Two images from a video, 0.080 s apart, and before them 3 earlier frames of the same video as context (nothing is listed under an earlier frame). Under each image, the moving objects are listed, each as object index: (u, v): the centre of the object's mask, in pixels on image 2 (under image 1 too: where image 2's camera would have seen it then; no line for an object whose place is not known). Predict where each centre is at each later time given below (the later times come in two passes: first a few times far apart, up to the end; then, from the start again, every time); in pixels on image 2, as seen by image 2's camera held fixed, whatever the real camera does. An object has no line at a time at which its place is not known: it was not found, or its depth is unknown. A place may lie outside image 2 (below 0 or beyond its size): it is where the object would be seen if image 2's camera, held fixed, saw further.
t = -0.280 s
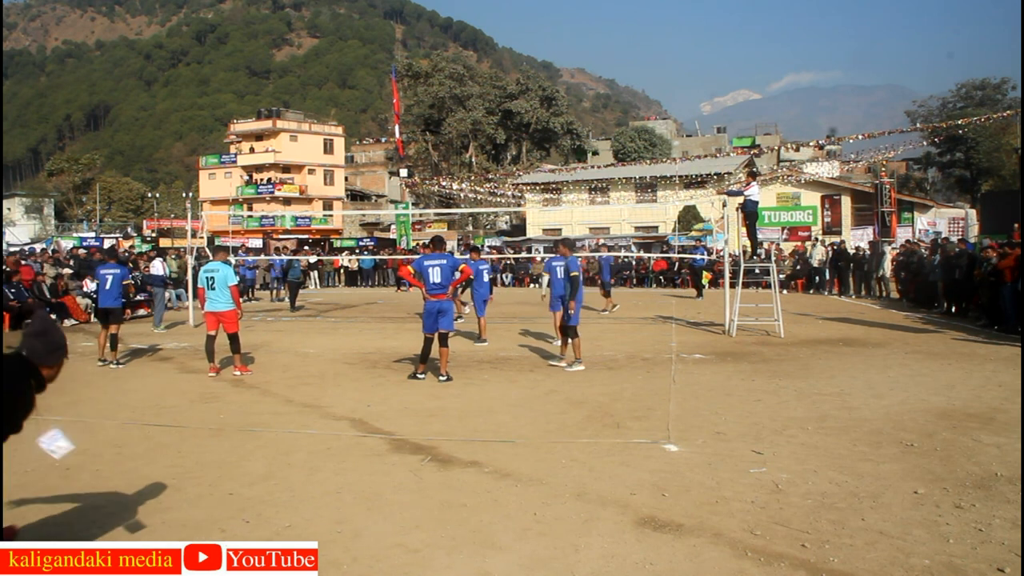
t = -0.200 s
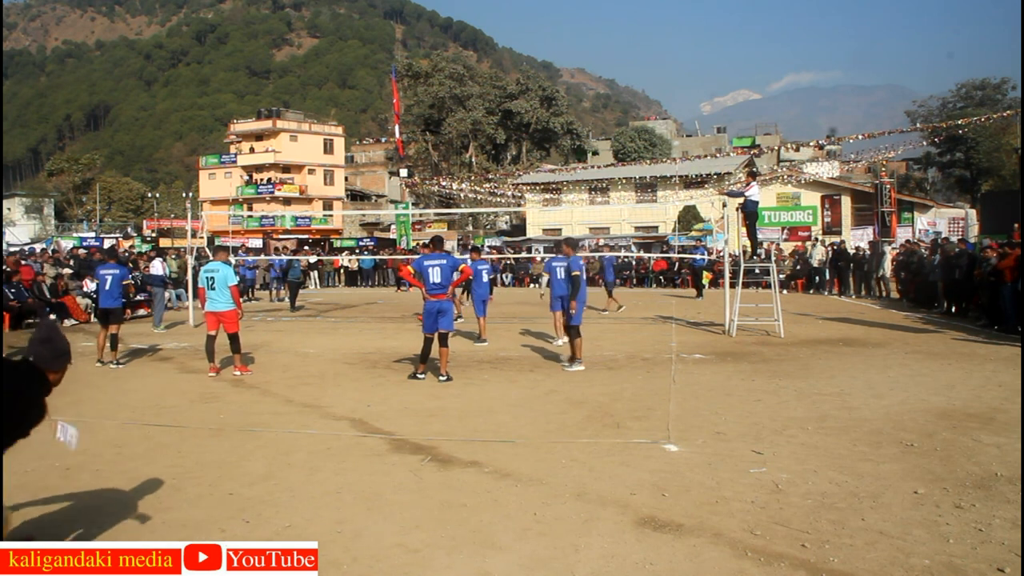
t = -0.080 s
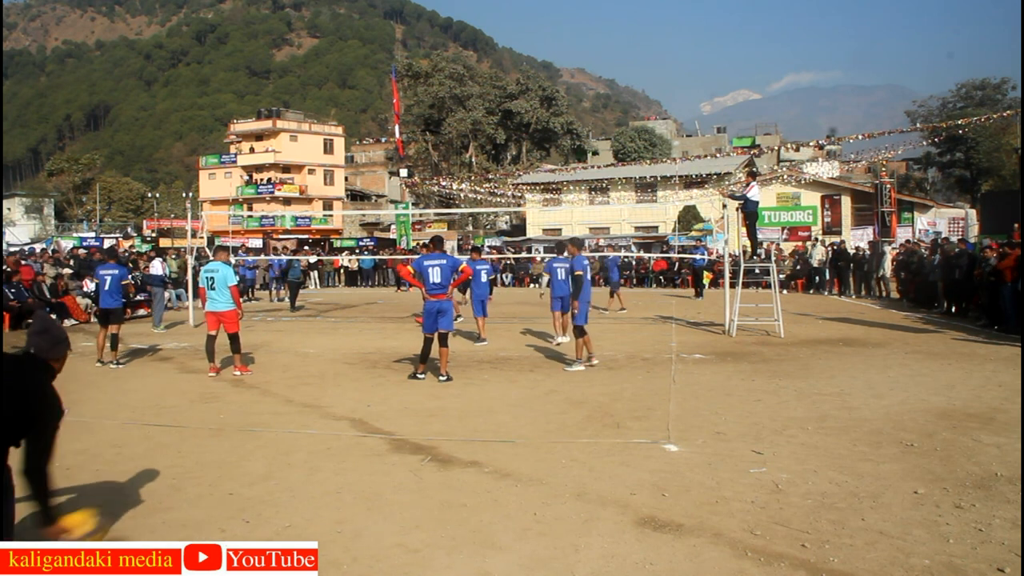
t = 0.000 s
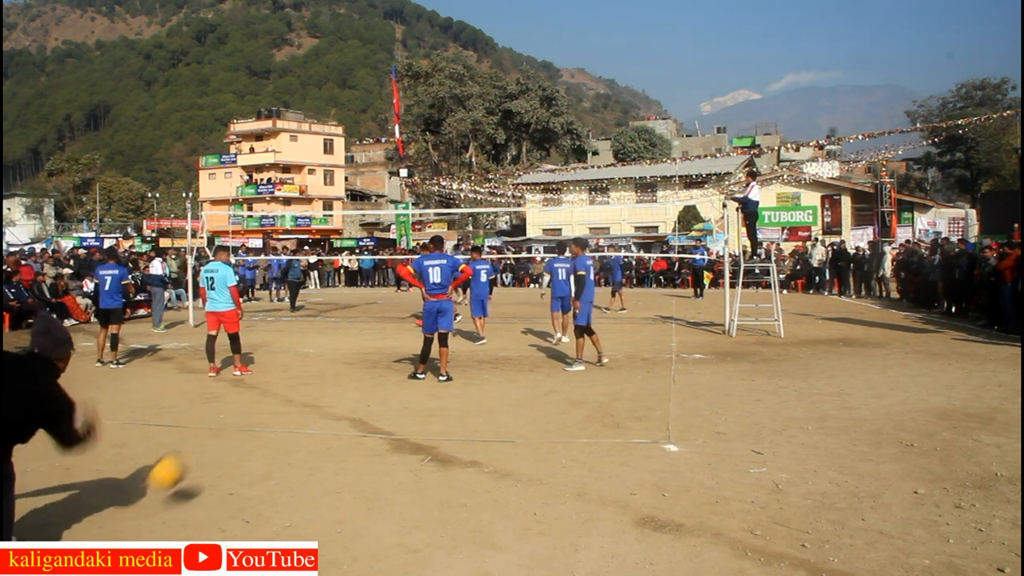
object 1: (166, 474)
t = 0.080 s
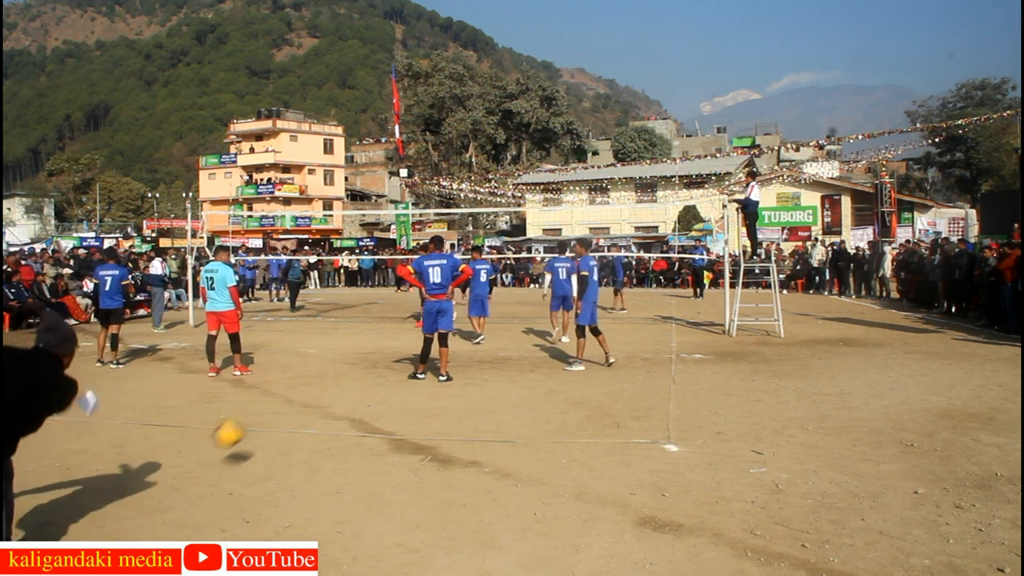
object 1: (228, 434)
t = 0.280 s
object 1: (322, 398)
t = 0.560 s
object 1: (382, 349)
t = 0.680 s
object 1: (400, 353)
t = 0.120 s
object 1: (252, 420)
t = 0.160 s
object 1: (274, 413)
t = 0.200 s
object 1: (290, 407)
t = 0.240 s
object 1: (309, 405)
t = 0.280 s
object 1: (322, 398)
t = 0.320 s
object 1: (332, 384)
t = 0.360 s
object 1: (342, 373)
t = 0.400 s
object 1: (350, 364)
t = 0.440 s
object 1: (359, 357)
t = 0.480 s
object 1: (367, 353)
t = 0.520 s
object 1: (375, 350)
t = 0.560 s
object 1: (382, 349)
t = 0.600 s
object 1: (389, 349)
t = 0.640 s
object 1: (396, 351)
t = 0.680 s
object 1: (400, 353)
